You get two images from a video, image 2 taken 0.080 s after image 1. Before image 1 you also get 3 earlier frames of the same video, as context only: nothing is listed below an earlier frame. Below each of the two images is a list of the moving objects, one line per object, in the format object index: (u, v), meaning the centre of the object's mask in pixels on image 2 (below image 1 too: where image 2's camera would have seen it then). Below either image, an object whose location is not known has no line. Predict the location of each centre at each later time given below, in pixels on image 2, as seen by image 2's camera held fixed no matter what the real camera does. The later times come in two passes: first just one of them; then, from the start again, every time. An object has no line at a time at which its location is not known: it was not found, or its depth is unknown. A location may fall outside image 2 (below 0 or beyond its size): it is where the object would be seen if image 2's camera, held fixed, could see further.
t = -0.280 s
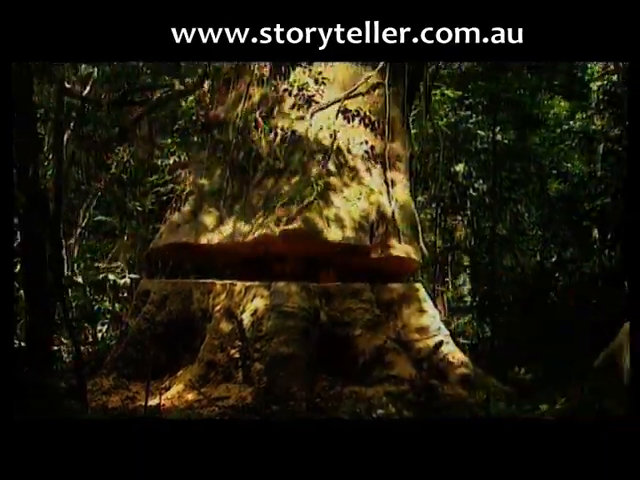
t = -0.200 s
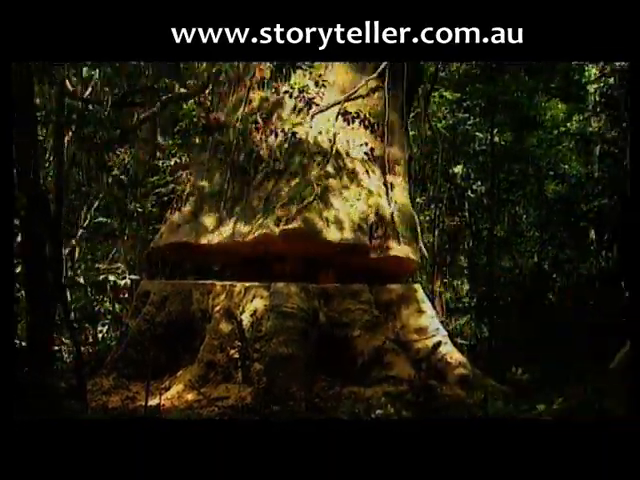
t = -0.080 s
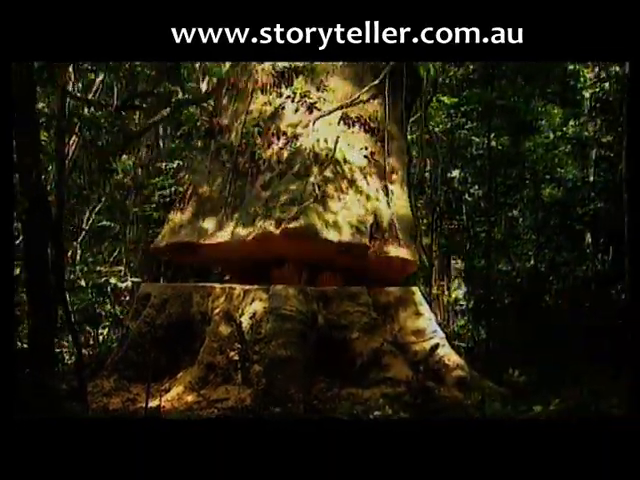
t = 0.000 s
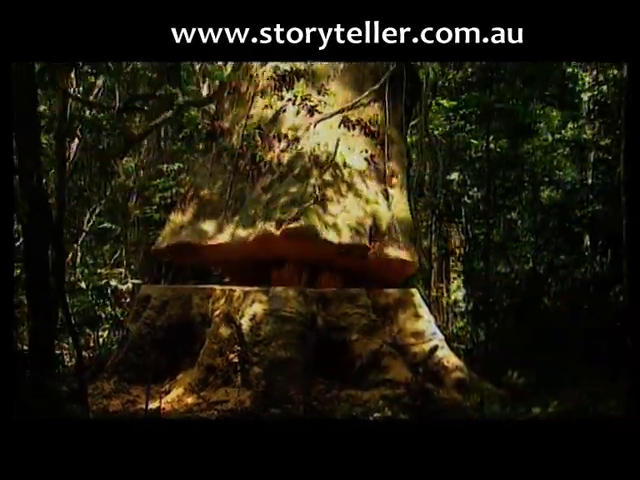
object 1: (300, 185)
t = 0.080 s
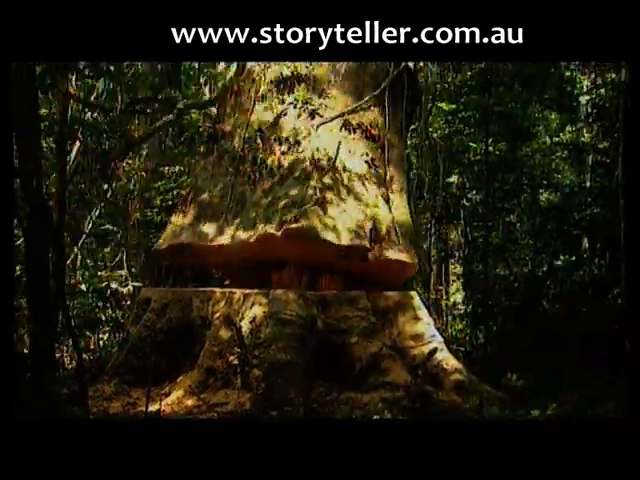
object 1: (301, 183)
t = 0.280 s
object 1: (304, 177)
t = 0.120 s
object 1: (302, 183)
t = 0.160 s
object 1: (303, 182)
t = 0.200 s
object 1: (303, 180)
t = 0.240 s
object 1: (304, 178)
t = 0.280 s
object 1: (304, 177)
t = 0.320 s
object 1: (305, 176)
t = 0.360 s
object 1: (306, 175)
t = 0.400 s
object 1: (308, 174)
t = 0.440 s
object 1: (309, 174)
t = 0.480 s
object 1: (309, 173)
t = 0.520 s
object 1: (310, 173)
